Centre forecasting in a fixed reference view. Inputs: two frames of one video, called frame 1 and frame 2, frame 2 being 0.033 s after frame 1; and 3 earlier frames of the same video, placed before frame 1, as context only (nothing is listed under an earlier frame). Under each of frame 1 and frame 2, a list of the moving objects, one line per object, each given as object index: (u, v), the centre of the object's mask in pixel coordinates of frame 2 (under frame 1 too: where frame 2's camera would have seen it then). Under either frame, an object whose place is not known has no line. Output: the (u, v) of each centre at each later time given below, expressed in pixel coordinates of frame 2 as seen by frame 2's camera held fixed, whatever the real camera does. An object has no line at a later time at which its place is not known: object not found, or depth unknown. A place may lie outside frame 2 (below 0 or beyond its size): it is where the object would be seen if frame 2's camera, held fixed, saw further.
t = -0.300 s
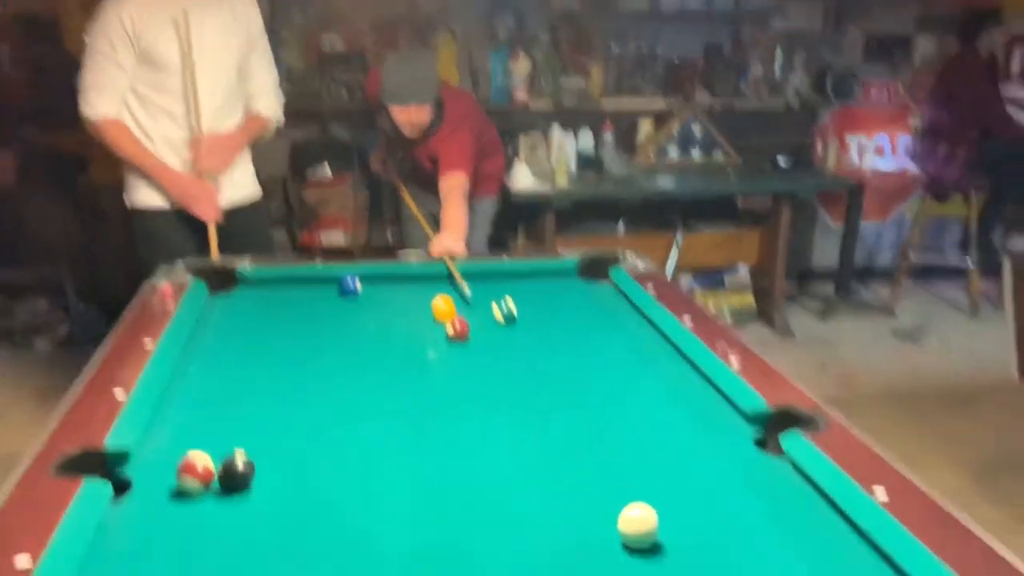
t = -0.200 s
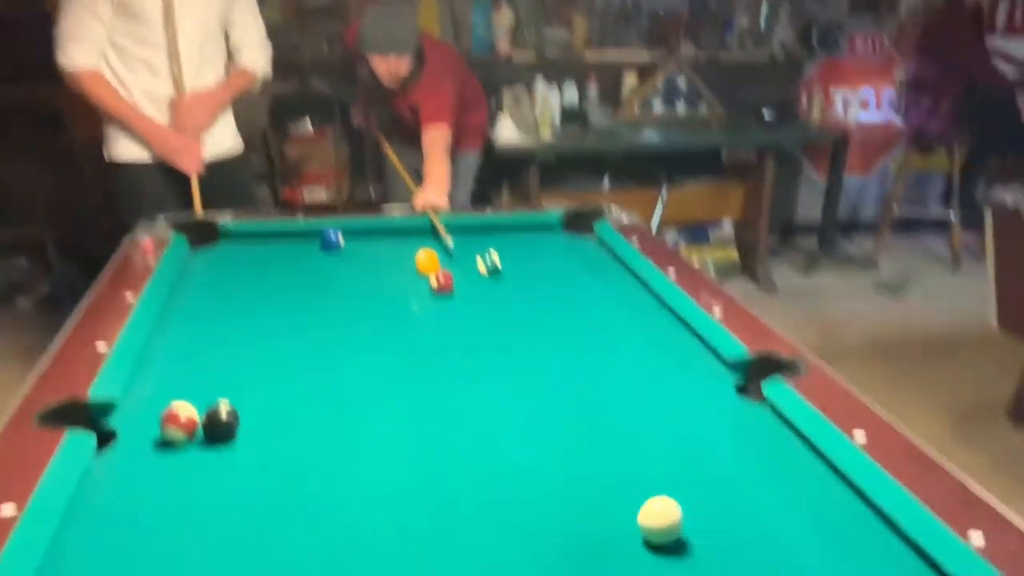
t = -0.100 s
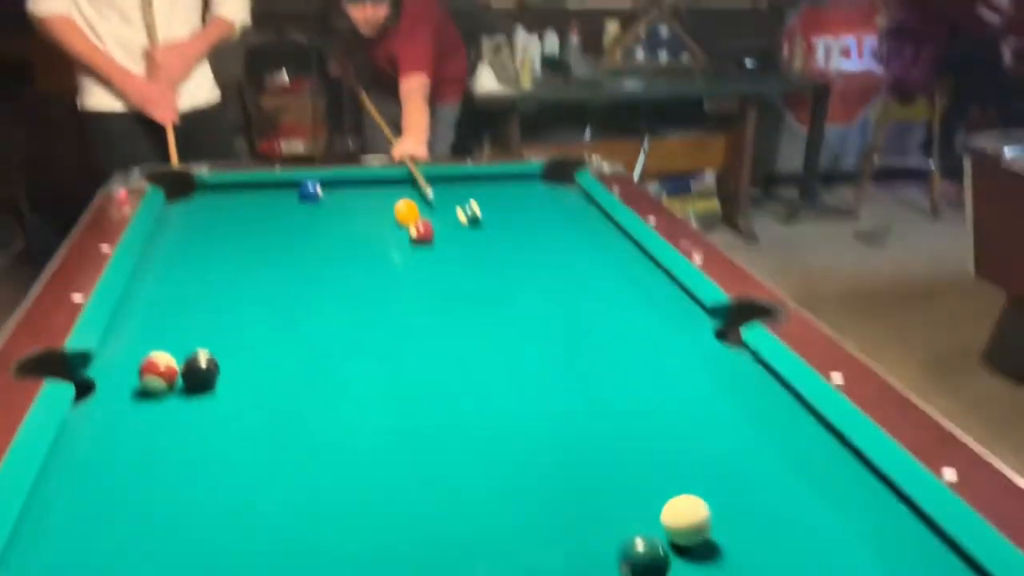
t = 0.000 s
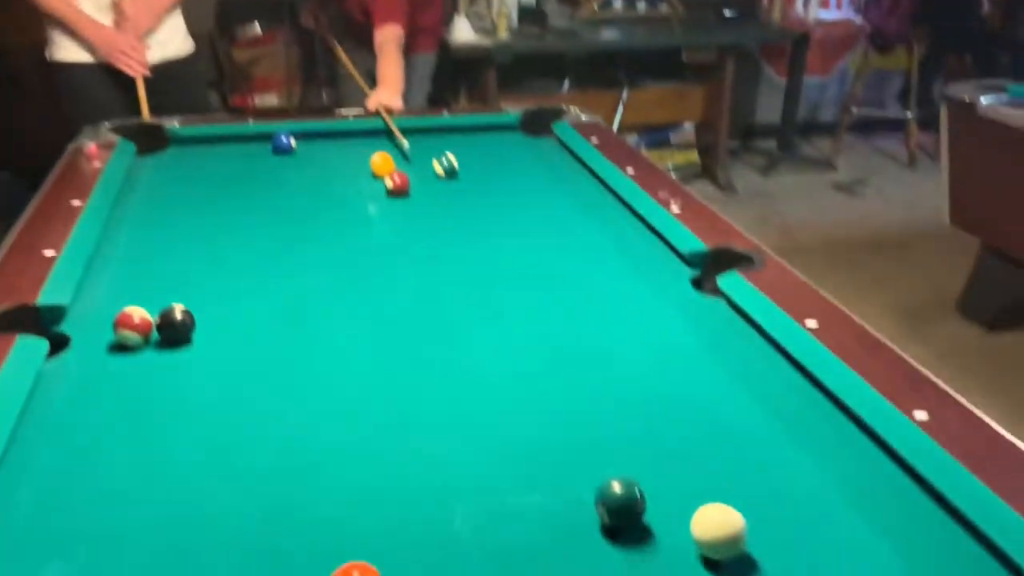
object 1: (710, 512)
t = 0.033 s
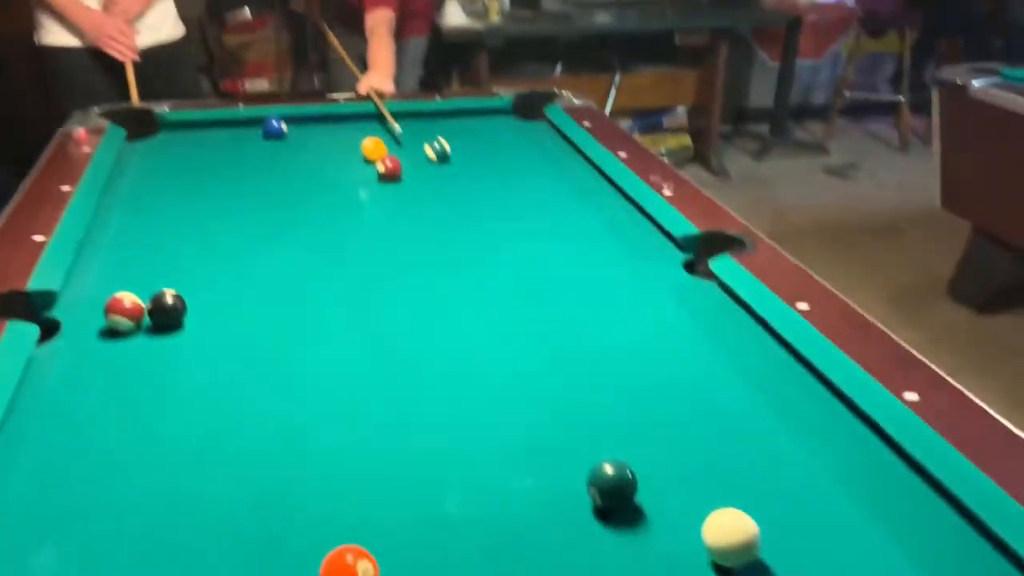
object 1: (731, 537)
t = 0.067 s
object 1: (754, 565)
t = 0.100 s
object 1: (779, 590)
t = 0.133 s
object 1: (805, 616)
